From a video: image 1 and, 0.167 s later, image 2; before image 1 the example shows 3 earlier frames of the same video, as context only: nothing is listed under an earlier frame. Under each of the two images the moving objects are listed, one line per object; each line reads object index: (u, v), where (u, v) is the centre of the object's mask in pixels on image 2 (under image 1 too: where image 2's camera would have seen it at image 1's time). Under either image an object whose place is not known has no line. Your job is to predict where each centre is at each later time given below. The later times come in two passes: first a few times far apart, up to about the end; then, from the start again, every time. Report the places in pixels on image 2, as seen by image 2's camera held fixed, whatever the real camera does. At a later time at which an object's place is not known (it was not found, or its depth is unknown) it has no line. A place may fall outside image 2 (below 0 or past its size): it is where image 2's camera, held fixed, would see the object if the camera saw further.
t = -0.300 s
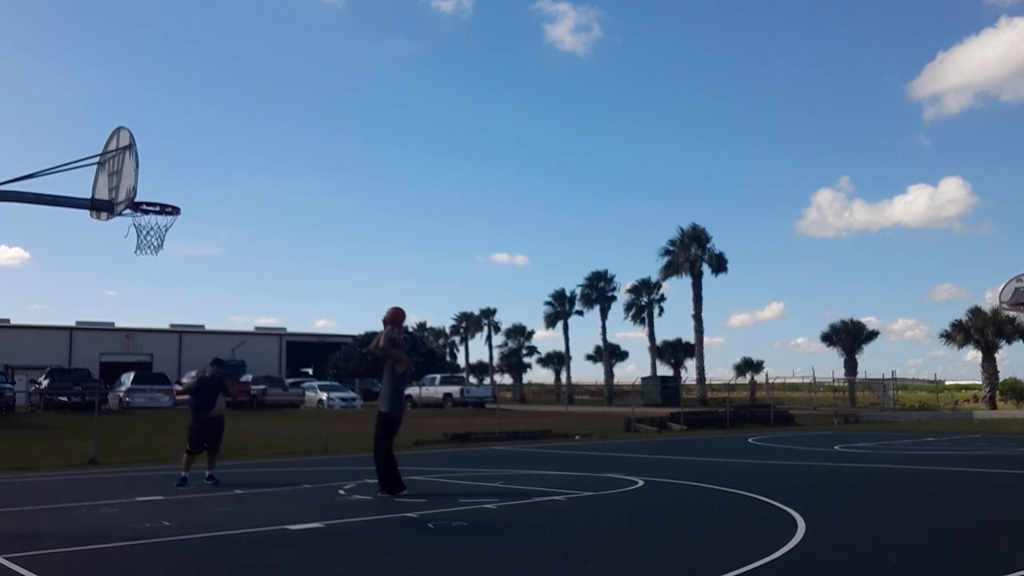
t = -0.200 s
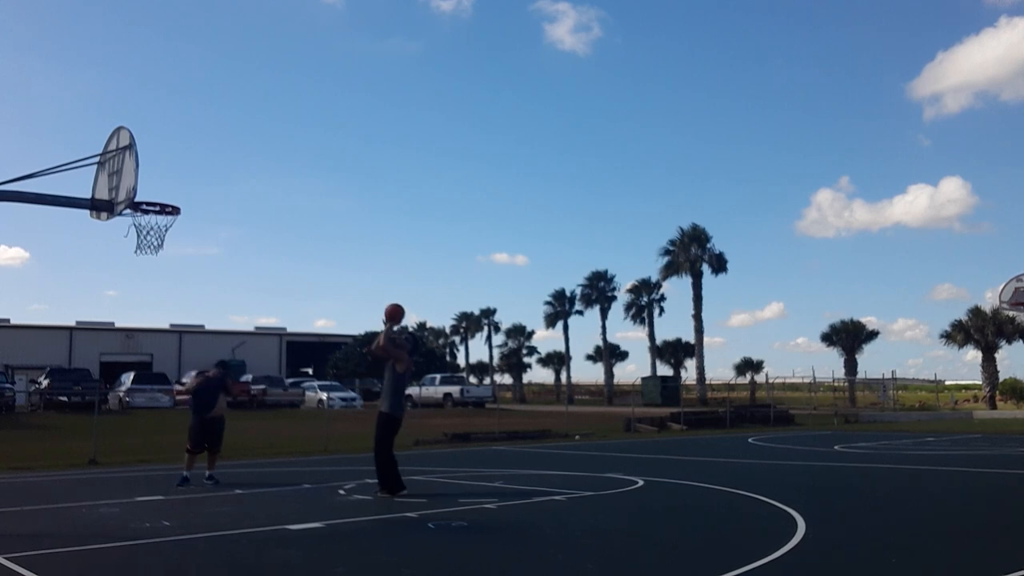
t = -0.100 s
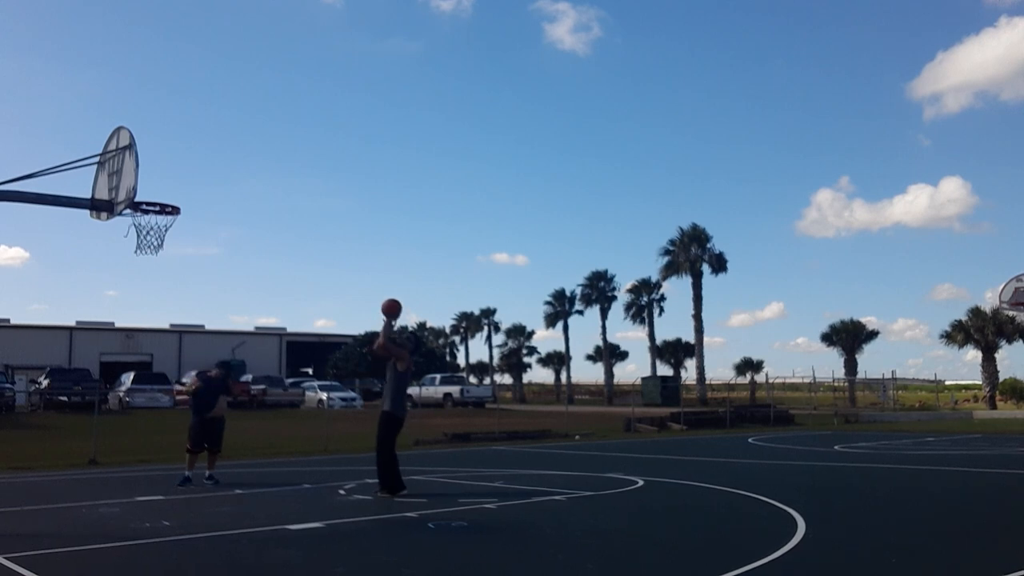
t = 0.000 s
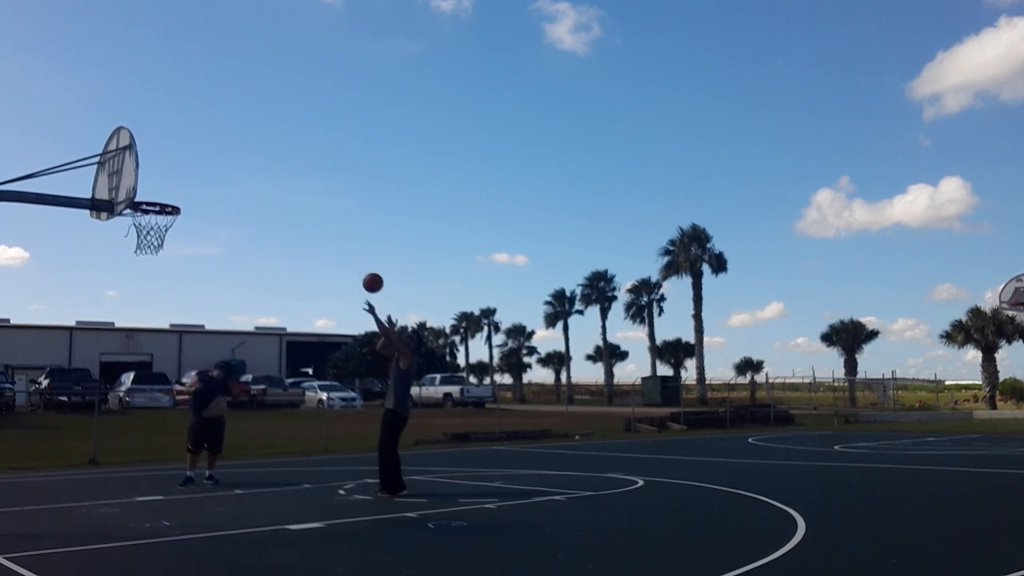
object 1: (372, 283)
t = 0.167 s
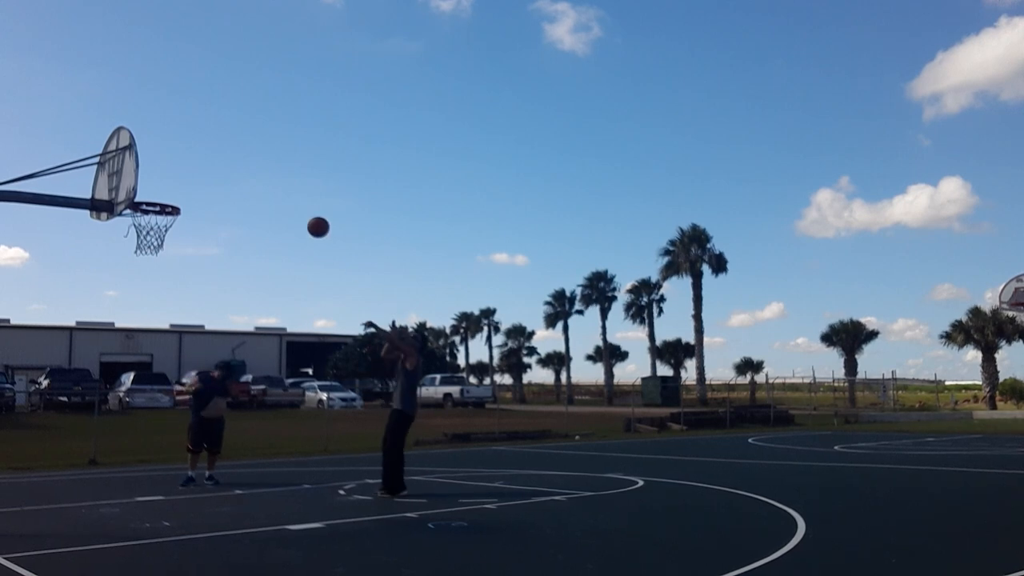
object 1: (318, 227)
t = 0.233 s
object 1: (295, 210)
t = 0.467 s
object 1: (208, 179)
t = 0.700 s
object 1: (138, 190)
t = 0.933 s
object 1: (168, 192)
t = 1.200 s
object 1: (207, 255)
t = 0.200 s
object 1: (306, 218)
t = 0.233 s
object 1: (295, 210)
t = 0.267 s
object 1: (282, 202)
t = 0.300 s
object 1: (271, 196)
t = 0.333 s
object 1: (259, 191)
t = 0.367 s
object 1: (246, 187)
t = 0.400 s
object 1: (234, 183)
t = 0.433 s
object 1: (221, 180)
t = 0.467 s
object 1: (208, 179)
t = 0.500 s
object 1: (195, 178)
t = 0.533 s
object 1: (182, 178)
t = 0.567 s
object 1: (168, 180)
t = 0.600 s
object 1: (154, 182)
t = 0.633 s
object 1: (144, 186)
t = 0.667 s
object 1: (138, 192)
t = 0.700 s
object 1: (138, 190)
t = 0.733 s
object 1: (141, 187)
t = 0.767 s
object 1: (144, 185)
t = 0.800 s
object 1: (147, 184)
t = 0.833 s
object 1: (151, 185)
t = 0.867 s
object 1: (157, 186)
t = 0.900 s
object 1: (162, 188)
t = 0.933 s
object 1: (168, 192)
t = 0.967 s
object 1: (173, 196)
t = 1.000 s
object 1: (178, 202)
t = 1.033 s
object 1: (184, 208)
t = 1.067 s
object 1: (189, 216)
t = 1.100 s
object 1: (193, 224)
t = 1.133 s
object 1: (198, 234)
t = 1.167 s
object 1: (202, 244)
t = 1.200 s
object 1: (207, 255)
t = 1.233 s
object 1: (211, 268)
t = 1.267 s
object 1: (216, 281)
